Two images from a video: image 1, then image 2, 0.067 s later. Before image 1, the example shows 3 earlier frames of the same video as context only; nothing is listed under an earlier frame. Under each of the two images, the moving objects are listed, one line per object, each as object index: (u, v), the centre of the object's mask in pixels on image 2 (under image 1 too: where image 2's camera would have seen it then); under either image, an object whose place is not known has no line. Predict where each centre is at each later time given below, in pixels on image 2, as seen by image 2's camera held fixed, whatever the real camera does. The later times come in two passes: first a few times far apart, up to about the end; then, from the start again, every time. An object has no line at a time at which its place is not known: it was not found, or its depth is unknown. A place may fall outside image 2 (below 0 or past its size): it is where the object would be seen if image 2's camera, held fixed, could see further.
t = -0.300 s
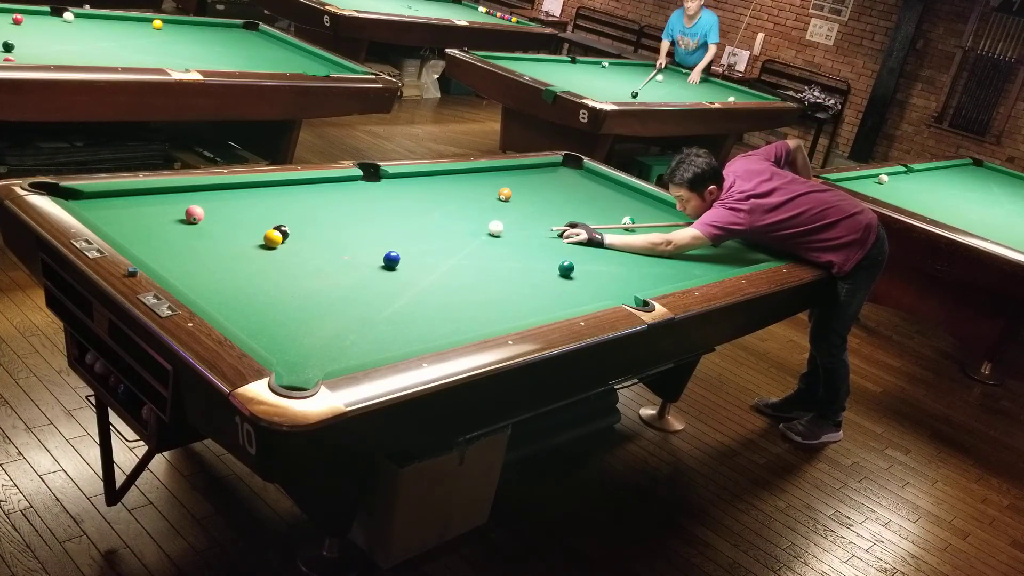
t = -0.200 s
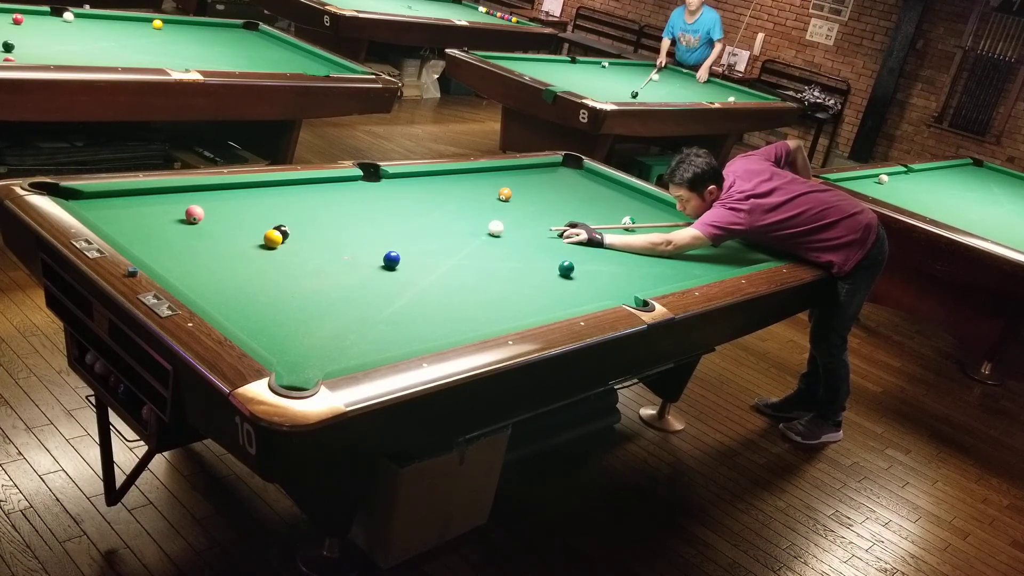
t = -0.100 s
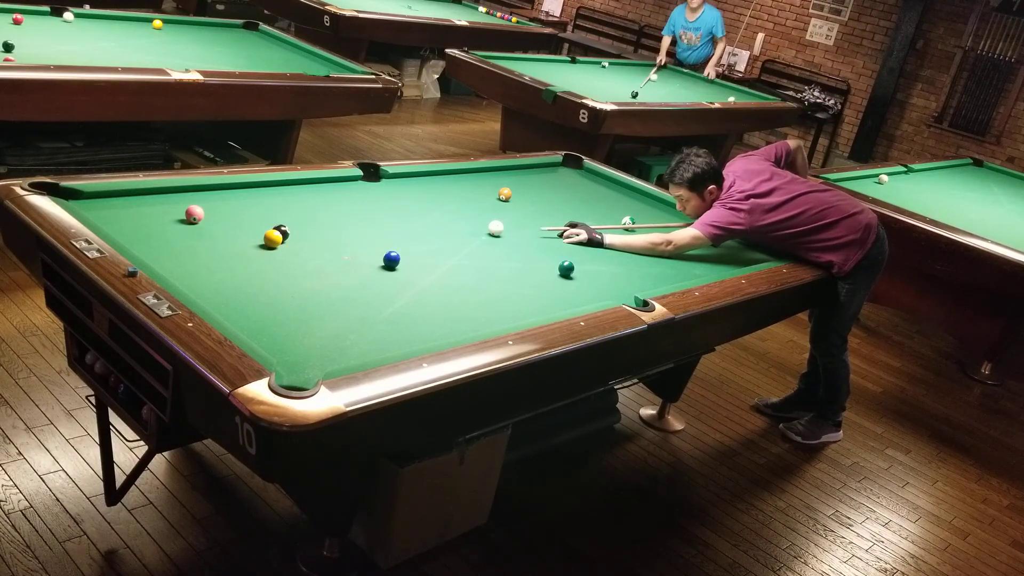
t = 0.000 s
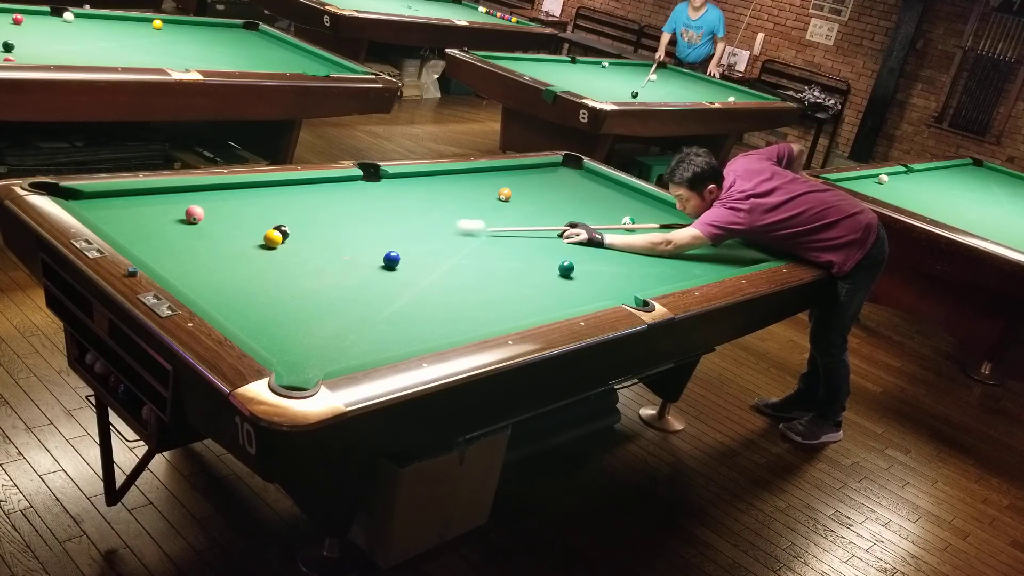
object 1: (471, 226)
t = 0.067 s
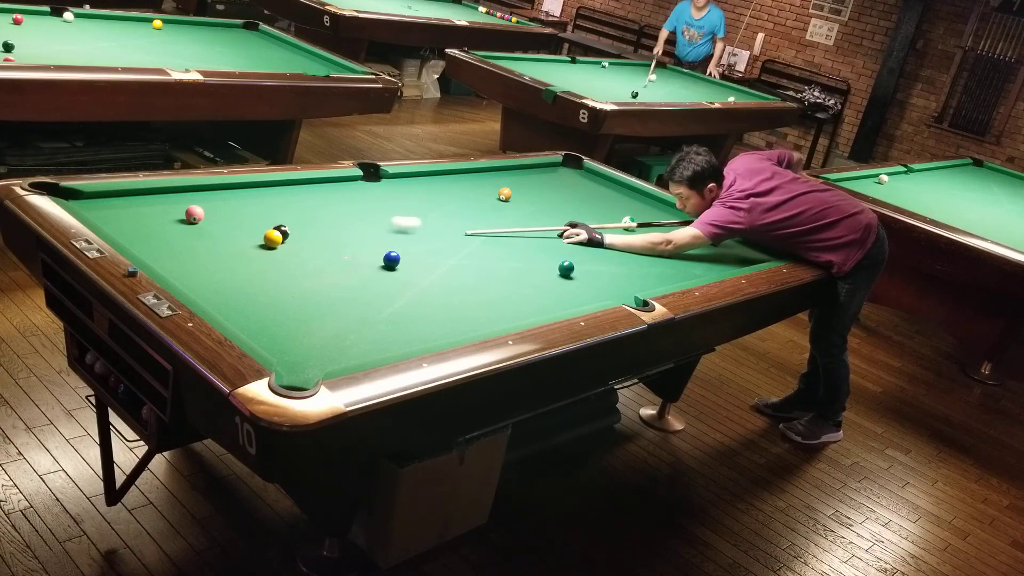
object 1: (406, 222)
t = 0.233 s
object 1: (242, 215)
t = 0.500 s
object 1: (190, 230)
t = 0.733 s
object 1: (157, 244)
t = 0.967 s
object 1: (166, 257)
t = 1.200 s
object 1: (209, 268)
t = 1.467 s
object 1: (256, 280)
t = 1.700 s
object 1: (297, 290)
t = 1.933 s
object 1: (335, 299)
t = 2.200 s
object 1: (377, 310)
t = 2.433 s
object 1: (413, 319)
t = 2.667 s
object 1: (446, 328)
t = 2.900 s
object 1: (462, 327)
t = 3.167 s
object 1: (462, 320)
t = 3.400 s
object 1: (462, 314)
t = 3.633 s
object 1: (462, 308)
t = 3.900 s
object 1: (462, 302)
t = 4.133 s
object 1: (462, 298)
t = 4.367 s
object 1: (461, 294)
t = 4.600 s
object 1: (462, 291)
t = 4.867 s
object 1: (462, 289)
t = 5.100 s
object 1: (463, 286)
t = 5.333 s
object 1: (461, 286)
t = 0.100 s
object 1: (374, 221)
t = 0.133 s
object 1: (342, 219)
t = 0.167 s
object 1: (308, 218)
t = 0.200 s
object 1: (275, 216)
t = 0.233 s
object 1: (242, 215)
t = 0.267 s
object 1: (213, 216)
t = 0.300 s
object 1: (212, 219)
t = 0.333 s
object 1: (210, 221)
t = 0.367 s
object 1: (207, 223)
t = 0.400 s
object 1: (203, 225)
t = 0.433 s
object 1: (199, 227)
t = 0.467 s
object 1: (195, 228)
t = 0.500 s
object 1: (190, 230)
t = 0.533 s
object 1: (186, 232)
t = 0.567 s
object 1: (180, 235)
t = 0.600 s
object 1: (176, 236)
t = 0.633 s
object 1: (171, 238)
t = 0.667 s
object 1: (166, 240)
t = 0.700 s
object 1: (162, 243)
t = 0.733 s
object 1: (157, 244)
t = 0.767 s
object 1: (152, 246)
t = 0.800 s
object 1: (147, 249)
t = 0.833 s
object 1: (143, 249)
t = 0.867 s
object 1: (147, 252)
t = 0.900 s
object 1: (153, 254)
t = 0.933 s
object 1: (159, 256)
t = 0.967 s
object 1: (166, 257)
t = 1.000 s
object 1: (172, 259)
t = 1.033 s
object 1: (178, 260)
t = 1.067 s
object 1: (184, 262)
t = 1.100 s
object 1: (190, 263)
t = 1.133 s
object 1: (197, 265)
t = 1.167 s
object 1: (203, 267)
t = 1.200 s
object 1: (209, 268)
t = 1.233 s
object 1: (215, 270)
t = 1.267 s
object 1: (221, 271)
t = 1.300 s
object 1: (227, 273)
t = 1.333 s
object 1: (233, 274)
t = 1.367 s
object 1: (239, 276)
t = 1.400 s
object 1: (245, 277)
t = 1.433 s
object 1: (251, 278)
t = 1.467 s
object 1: (256, 280)
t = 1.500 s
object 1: (262, 281)
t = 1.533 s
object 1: (268, 283)
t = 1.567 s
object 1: (274, 284)
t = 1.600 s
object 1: (280, 286)
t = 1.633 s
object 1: (285, 287)
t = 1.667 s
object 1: (291, 288)
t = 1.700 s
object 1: (297, 290)
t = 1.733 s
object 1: (302, 291)
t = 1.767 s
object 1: (308, 293)
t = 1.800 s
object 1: (313, 294)
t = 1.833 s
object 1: (319, 296)
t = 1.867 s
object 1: (324, 297)
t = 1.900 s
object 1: (330, 298)
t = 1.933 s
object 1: (335, 299)
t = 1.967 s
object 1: (340, 301)
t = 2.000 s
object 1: (346, 302)
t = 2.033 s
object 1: (351, 304)
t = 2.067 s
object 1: (357, 305)
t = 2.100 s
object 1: (362, 306)
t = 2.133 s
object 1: (367, 308)
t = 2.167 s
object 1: (372, 309)
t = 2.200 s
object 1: (377, 310)
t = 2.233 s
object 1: (383, 312)
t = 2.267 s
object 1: (388, 313)
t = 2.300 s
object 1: (393, 314)
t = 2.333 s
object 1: (398, 315)
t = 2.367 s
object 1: (403, 317)
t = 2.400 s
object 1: (408, 318)
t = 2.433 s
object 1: (413, 319)
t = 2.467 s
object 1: (417, 320)
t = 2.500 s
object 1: (422, 322)
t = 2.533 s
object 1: (428, 323)
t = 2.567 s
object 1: (432, 324)
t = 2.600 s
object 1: (437, 325)
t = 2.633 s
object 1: (442, 327)
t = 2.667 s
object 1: (446, 328)
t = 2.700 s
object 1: (451, 328)
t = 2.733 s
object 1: (455, 329)
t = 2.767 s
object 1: (460, 329)
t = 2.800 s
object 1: (462, 328)
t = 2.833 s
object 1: (462, 328)
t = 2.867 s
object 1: (462, 327)
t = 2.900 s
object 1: (462, 327)
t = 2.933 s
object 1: (462, 326)
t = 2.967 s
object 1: (462, 326)
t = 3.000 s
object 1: (462, 325)
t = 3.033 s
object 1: (462, 324)
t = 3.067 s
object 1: (462, 323)
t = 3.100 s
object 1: (462, 322)
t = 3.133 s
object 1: (462, 321)
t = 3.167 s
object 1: (462, 320)
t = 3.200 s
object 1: (462, 319)
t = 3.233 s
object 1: (462, 318)
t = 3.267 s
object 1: (462, 317)
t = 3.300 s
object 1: (462, 316)
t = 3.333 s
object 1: (462, 315)
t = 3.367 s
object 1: (462, 314)
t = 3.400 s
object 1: (462, 314)
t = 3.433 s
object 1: (462, 313)
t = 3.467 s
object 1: (462, 312)
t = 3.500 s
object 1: (461, 311)
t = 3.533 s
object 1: (461, 310)
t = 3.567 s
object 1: (462, 309)
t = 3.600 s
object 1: (462, 308)
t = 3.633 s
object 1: (462, 308)
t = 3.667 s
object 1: (462, 307)
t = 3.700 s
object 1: (462, 306)
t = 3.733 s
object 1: (462, 306)
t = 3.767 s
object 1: (462, 305)
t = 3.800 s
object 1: (462, 303)
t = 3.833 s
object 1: (462, 303)
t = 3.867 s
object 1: (462, 303)
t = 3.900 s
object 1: (462, 302)
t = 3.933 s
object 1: (462, 301)
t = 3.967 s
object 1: (462, 301)
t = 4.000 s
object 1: (462, 300)
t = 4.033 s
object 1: (462, 300)
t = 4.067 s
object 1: (462, 299)
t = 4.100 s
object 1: (462, 298)
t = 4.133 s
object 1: (462, 298)
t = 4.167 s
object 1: (461, 298)
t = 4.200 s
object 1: (461, 297)
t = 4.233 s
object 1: (462, 296)
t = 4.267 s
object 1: (462, 295)
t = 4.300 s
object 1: (461, 295)
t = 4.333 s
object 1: (461, 295)
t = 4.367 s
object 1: (461, 294)
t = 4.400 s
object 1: (462, 294)
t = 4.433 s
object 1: (462, 293)
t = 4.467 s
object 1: (462, 293)
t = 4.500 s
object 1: (462, 293)
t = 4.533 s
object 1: (462, 292)
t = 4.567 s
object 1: (462, 292)
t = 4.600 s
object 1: (462, 291)
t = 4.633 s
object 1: (462, 291)
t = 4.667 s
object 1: (462, 291)
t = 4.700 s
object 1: (462, 290)
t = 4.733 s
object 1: (462, 290)
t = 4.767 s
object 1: (462, 290)
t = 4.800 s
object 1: (462, 290)
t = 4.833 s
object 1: (462, 289)
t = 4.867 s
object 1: (462, 289)
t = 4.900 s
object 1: (462, 289)
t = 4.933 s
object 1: (462, 288)
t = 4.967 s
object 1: (461, 288)
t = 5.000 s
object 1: (463, 285)
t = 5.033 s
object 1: (463, 286)
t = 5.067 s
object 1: (463, 286)
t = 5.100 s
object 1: (463, 286)
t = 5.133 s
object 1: (463, 286)
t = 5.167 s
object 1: (461, 287)
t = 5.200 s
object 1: (461, 287)
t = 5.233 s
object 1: (461, 287)
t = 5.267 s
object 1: (461, 287)
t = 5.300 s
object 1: (461, 286)
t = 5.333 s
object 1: (461, 286)
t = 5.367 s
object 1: (461, 286)
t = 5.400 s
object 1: (461, 286)
